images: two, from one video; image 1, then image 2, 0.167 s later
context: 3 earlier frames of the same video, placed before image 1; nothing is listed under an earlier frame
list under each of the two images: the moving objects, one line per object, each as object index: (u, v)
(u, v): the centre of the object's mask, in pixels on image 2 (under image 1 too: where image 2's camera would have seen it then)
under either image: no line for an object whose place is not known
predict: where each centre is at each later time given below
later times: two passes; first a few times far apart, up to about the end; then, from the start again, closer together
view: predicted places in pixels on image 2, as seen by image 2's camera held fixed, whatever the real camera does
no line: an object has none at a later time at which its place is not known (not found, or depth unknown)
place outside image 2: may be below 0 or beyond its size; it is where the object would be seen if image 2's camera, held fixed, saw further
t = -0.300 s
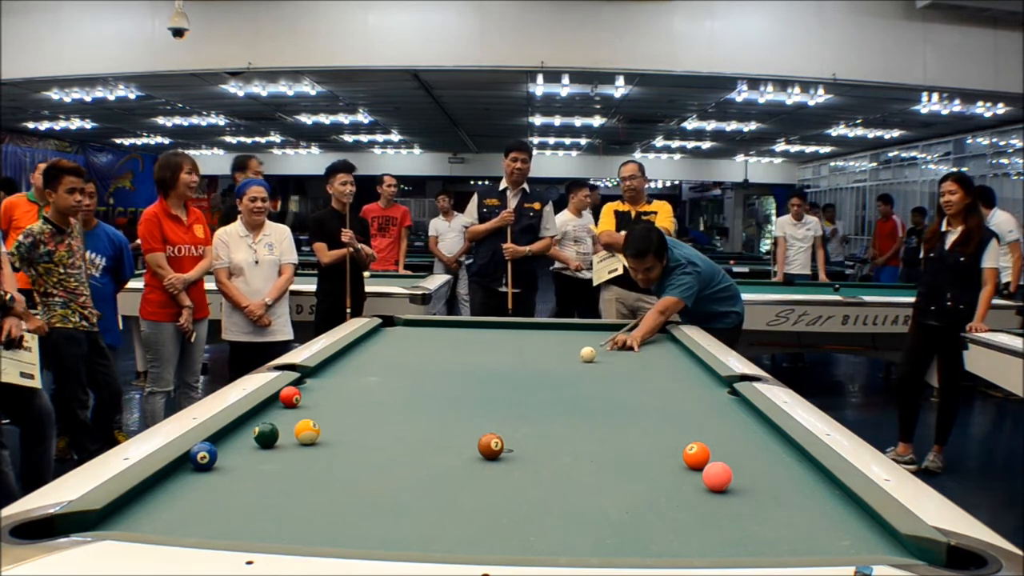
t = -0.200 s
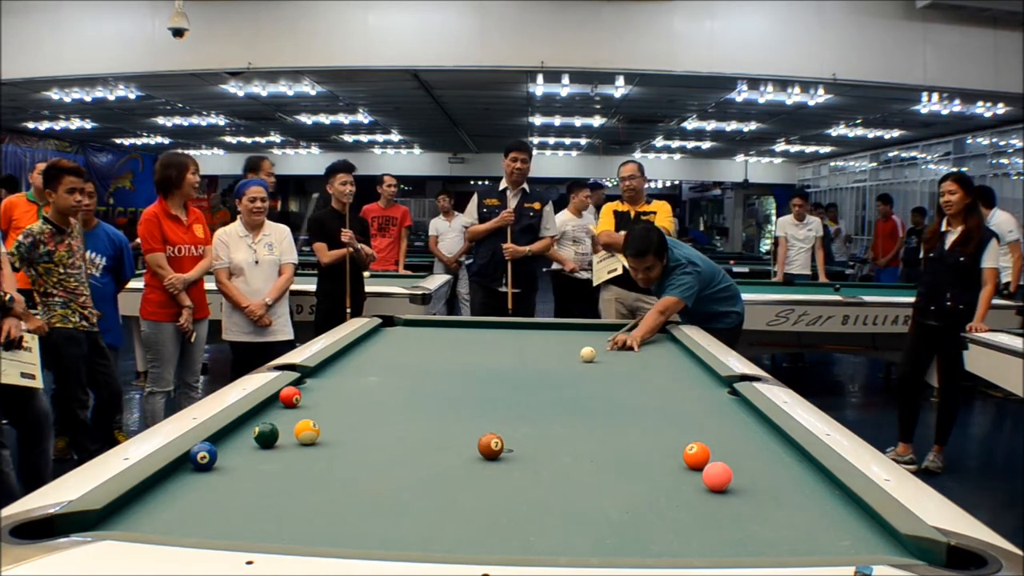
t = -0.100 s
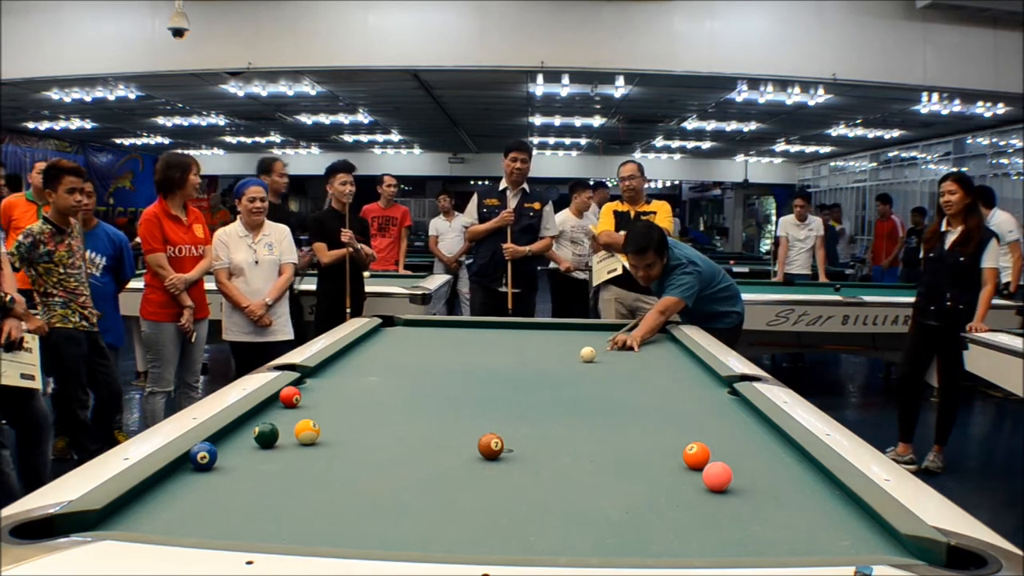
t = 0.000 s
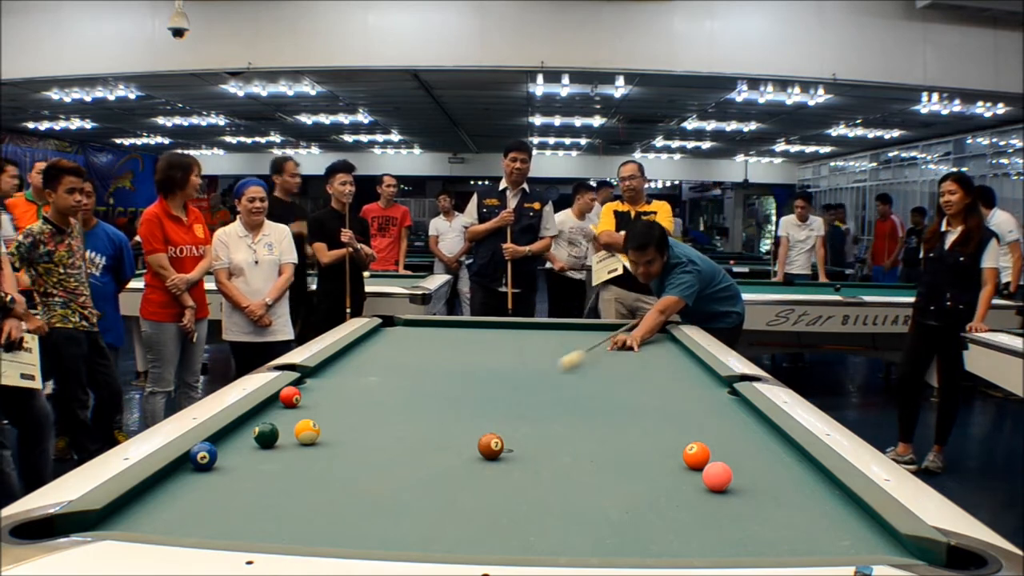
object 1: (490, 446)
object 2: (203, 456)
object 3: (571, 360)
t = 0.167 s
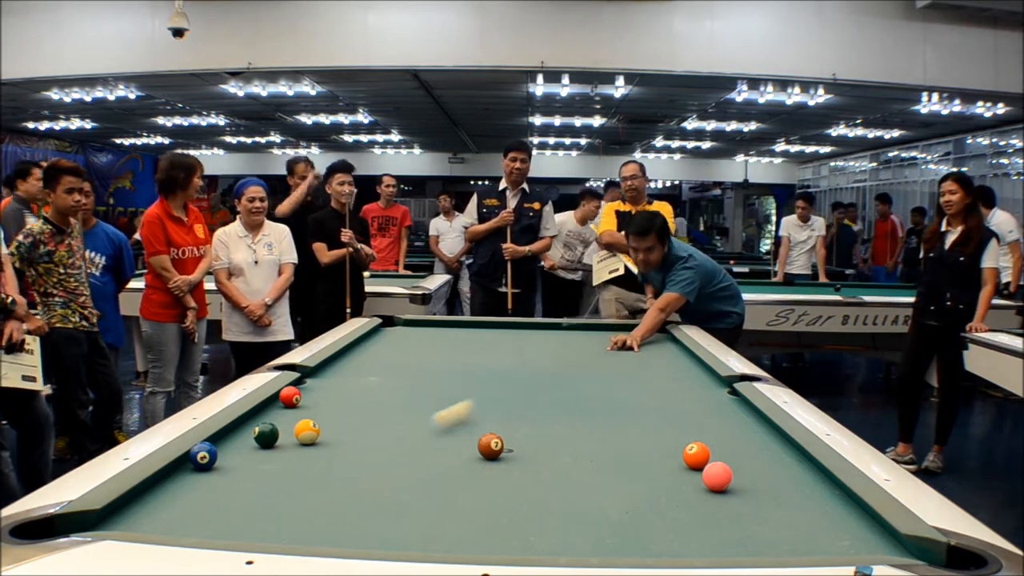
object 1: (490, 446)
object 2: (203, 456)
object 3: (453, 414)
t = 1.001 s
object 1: (491, 446)
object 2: (368, 370)
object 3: (301, 439)
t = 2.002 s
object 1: (491, 446)
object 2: (469, 329)
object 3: (457, 442)
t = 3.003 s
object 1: (539, 448)
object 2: (489, 362)
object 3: (481, 440)
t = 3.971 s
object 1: (546, 448)
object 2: (520, 408)
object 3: (481, 440)
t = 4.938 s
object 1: (557, 468)
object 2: (547, 444)
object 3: (481, 440)
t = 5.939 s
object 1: (578, 506)
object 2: (549, 446)
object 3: (481, 440)
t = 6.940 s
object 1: (582, 524)
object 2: (549, 446)
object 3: (481, 440)
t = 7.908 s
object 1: (582, 524)
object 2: (549, 446)
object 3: (481, 440)
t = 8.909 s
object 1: (582, 524)
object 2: (549, 446)
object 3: (481, 440)
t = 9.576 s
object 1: (582, 524)
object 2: (549, 446)
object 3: (481, 440)
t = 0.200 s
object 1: (490, 446)
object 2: (203, 456)
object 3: (418, 431)
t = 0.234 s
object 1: (490, 446)
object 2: (203, 456)
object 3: (376, 450)
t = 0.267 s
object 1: (490, 446)
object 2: (203, 456)
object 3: (327, 472)
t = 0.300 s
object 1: (490, 446)
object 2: (203, 456)
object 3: (267, 499)
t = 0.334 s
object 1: (490, 446)
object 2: (203, 456)
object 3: (207, 522)
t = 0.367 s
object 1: (490, 446)
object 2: (203, 456)
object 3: (183, 516)
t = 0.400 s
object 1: (490, 446)
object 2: (203, 456)
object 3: (188, 496)
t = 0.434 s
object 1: (490, 446)
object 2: (205, 454)
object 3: (191, 478)
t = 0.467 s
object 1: (490, 446)
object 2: (209, 449)
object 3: (192, 465)
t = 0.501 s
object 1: (490, 446)
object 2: (219, 442)
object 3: (189, 463)
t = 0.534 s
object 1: (490, 446)
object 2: (236, 433)
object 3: (198, 462)
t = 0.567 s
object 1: (490, 446)
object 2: (249, 423)
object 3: (207, 460)
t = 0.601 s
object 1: (490, 446)
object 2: (267, 415)
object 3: (215, 458)
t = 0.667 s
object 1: (491, 446)
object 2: (289, 407)
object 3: (231, 453)
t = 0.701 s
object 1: (491, 446)
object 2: (300, 403)
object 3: (238, 451)
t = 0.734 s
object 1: (491, 446)
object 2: (310, 399)
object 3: (246, 449)
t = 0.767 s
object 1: (491, 446)
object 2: (317, 394)
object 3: (252, 447)
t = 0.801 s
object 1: (491, 446)
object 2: (326, 391)
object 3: (259, 444)
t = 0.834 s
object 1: (491, 446)
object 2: (334, 387)
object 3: (266, 442)
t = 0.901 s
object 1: (491, 446)
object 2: (348, 380)
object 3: (280, 440)
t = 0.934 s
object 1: (491, 446)
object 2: (355, 376)
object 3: (286, 440)
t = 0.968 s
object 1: (491, 446)
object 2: (362, 373)
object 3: (294, 439)
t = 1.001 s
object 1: (491, 446)
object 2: (368, 370)
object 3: (301, 439)
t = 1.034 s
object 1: (491, 446)
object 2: (374, 367)
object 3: (307, 439)
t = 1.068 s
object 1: (491, 446)
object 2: (380, 364)
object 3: (313, 439)
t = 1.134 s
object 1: (491, 446)
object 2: (391, 359)
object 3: (324, 439)
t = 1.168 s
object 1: (491, 446)
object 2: (396, 356)
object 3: (330, 439)
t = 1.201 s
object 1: (491, 446)
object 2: (402, 354)
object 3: (335, 440)
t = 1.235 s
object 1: (491, 446)
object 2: (406, 352)
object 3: (341, 440)
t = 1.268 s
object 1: (491, 446)
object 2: (411, 349)
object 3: (347, 440)
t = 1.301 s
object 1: (491, 446)
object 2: (415, 347)
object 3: (352, 440)
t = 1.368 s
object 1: (491, 446)
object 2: (423, 343)
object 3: (363, 440)
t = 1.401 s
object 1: (491, 446)
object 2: (427, 341)
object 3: (369, 440)
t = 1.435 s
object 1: (491, 446)
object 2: (432, 340)
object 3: (374, 440)
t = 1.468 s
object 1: (491, 446)
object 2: (435, 338)
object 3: (379, 441)
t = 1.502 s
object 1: (491, 446)
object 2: (439, 336)
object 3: (385, 441)
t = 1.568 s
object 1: (491, 446)
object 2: (446, 332)
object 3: (395, 441)
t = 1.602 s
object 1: (491, 446)
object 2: (449, 331)
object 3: (400, 441)
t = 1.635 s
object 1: (491, 446)
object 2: (452, 329)
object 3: (405, 441)
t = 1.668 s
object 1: (491, 446)
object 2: (455, 328)
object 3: (410, 441)
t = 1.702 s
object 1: (491, 446)
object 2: (458, 326)
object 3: (415, 441)
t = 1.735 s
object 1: (491, 446)
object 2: (461, 325)
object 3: (420, 442)
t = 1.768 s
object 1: (491, 446)
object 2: (463, 324)
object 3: (425, 442)
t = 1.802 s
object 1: (491, 446)
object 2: (465, 324)
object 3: (430, 442)
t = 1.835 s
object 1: (491, 446)
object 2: (466, 325)
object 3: (434, 442)
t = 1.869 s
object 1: (491, 446)
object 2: (466, 326)
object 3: (439, 442)
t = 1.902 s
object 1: (491, 446)
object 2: (467, 326)
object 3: (444, 442)
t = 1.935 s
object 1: (491, 446)
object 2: (467, 327)
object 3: (448, 442)
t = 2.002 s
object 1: (491, 446)
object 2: (469, 329)
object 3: (457, 442)
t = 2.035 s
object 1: (490, 446)
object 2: (469, 330)
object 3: (462, 442)
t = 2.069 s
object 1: (491, 446)
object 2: (470, 331)
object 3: (465, 442)
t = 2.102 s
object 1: (493, 446)
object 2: (470, 332)
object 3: (467, 442)
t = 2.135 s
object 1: (495, 446)
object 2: (471, 333)
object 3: (468, 442)
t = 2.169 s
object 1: (498, 446)
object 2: (472, 334)
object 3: (469, 442)
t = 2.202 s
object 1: (501, 446)
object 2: (473, 335)
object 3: (470, 442)
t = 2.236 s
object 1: (503, 447)
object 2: (473, 336)
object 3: (471, 442)
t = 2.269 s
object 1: (505, 447)
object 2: (473, 337)
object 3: (472, 442)
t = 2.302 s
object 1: (507, 447)
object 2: (474, 338)
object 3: (473, 441)
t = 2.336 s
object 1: (509, 447)
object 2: (475, 339)
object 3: (474, 441)
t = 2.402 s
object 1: (514, 447)
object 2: (476, 341)
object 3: (476, 441)
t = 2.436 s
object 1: (515, 447)
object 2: (477, 342)
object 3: (476, 441)
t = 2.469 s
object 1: (517, 447)
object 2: (478, 343)
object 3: (477, 441)
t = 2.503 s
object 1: (519, 447)
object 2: (478, 344)
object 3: (478, 441)
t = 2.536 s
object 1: (521, 448)
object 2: (479, 345)
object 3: (478, 441)
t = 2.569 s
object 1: (523, 448)
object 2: (480, 346)
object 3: (479, 441)
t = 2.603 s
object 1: (524, 448)
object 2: (480, 347)
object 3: (480, 441)
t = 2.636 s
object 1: (526, 448)
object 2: (481, 348)
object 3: (480, 440)
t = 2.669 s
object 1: (527, 448)
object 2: (482, 350)
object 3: (480, 440)
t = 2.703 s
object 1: (529, 448)
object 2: (482, 351)
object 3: (480, 440)
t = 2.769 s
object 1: (532, 448)
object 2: (484, 353)
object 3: (481, 440)
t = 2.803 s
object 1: (533, 448)
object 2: (485, 354)
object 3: (481, 440)
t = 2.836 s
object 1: (534, 448)
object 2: (486, 356)
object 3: (481, 440)
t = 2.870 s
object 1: (535, 448)
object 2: (487, 357)
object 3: (481, 440)
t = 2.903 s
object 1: (536, 448)
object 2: (487, 358)
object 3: (481, 440)
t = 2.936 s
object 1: (537, 448)
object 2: (488, 359)
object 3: (481, 440)
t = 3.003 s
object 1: (539, 448)
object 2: (489, 362)
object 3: (481, 440)
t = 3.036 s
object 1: (540, 448)
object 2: (490, 363)
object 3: (481, 440)
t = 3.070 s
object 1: (541, 448)
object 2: (491, 365)
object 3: (481, 440)
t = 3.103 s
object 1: (542, 448)
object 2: (492, 366)
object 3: (481, 440)
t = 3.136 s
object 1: (542, 448)
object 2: (494, 367)
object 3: (481, 440)
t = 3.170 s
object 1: (543, 448)
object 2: (494, 369)
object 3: (481, 440)
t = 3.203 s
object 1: (544, 448)
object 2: (495, 370)
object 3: (481, 440)
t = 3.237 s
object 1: (544, 448)
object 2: (495, 372)
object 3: (481, 440)
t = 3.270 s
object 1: (545, 448)
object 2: (496, 373)
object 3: (481, 440)
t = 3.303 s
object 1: (545, 448)
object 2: (498, 374)
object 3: (481, 440)
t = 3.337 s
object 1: (545, 448)
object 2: (499, 376)
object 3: (481, 440)
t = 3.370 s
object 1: (546, 448)
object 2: (500, 378)
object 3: (481, 440)
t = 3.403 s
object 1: (546, 448)
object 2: (501, 379)
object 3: (481, 440)
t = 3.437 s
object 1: (546, 448)
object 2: (502, 380)
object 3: (481, 440)
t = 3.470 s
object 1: (546, 448)
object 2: (502, 382)
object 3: (481, 440)
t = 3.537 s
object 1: (546, 448)
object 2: (504, 385)
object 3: (481, 440)
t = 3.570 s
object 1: (546, 448)
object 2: (506, 387)
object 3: (481, 440)
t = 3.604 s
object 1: (546, 448)
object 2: (507, 388)
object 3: (481, 440)
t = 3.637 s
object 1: (546, 448)
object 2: (508, 390)
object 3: (481, 440)
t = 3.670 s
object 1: (546, 448)
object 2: (509, 392)
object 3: (481, 440)
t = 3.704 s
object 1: (546, 448)
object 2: (511, 393)
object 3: (481, 440)
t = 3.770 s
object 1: (546, 448)
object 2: (512, 397)
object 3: (481, 440)
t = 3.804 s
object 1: (546, 448)
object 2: (514, 399)
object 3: (481, 440)
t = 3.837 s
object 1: (546, 448)
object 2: (515, 400)
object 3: (481, 440)
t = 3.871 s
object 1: (546, 448)
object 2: (516, 402)
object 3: (481, 440)
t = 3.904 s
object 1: (546, 448)
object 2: (517, 404)
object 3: (481, 440)
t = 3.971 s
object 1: (546, 448)
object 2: (520, 408)
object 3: (481, 440)
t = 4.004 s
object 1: (546, 448)
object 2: (522, 410)
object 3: (481, 440)
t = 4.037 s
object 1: (546, 448)
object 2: (523, 412)
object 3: (481, 440)
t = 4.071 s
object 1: (546, 448)
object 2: (524, 414)
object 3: (481, 440)
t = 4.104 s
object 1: (546, 448)
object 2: (525, 416)
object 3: (481, 440)
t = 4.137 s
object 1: (546, 448)
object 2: (527, 418)
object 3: (481, 440)
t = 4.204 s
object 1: (546, 448)
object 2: (530, 422)
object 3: (481, 440)
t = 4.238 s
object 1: (546, 448)
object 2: (531, 423)
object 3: (481, 440)
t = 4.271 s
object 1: (546, 448)
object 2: (532, 425)
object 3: (481, 440)
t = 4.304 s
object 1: (546, 448)
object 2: (533, 427)
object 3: (481, 440)
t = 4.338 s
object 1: (546, 448)
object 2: (534, 429)
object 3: (481, 440)
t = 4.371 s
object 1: (546, 448)
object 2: (535, 430)
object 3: (481, 440)
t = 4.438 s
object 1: (546, 448)
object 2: (537, 432)
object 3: (481, 440)
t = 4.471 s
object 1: (546, 448)
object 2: (539, 433)
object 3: (481, 440)
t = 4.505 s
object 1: (546, 448)
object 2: (539, 434)
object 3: (481, 440)
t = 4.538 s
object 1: (547, 450)
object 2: (540, 435)
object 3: (481, 440)
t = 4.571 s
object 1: (548, 452)
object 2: (541, 436)
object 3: (481, 440)
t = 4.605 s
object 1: (549, 453)
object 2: (542, 437)
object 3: (481, 440)
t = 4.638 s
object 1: (550, 455)
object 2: (542, 438)
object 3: (481, 440)
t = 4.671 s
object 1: (551, 456)
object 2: (543, 438)
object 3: (481, 440)
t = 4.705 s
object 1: (552, 458)
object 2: (544, 439)
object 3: (481, 440)
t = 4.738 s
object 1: (552, 459)
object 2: (544, 440)
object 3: (481, 440)
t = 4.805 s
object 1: (554, 462)
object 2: (545, 441)
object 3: (481, 440)
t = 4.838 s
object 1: (555, 464)
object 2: (546, 442)
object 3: (481, 440)
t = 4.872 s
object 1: (556, 465)
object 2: (546, 443)
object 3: (481, 440)
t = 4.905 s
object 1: (556, 467)
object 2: (547, 443)
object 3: (481, 440)
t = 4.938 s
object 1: (557, 468)
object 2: (547, 444)
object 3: (481, 440)
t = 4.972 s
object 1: (558, 469)
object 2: (548, 444)
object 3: (481, 440)
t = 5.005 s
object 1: (559, 471)
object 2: (548, 445)
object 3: (481, 440)
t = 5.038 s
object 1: (559, 472)
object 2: (548, 445)
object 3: (481, 440)
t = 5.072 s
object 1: (560, 474)
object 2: (548, 446)
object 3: (481, 440)
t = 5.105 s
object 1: (561, 475)
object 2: (549, 446)
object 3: (481, 440)
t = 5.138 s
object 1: (562, 477)
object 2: (549, 446)
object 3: (481, 440)
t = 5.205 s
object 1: (564, 480)
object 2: (549, 446)
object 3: (481, 440)
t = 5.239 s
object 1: (564, 481)
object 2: (549, 446)
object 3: (481, 440)
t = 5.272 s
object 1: (565, 482)
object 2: (549, 446)
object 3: (481, 440)
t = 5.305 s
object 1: (566, 483)
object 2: (549, 446)
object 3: (481, 440)
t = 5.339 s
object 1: (567, 484)
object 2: (549, 446)
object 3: (481, 440)
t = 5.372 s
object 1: (568, 486)
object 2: (549, 446)
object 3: (481, 440)
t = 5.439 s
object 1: (569, 488)
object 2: (549, 446)
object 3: (481, 440)
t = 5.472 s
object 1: (570, 490)
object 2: (549, 446)
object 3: (481, 440)
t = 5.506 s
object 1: (571, 491)
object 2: (549, 446)
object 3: (481, 440)
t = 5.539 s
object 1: (571, 493)
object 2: (549, 446)
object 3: (481, 440)
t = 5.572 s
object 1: (572, 494)
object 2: (549, 446)
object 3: (481, 440)
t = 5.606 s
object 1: (573, 495)
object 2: (549, 446)
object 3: (481, 440)
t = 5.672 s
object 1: (574, 497)
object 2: (549, 446)
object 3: (481, 440)
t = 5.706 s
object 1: (575, 499)
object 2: (549, 446)
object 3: (481, 440)
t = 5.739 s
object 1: (575, 500)
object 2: (549, 446)
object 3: (481, 440)
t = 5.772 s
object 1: (576, 501)
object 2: (549, 446)
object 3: (481, 440)
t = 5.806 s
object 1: (577, 502)
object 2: (549, 446)
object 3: (481, 440)
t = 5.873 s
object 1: (578, 504)
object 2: (549, 446)
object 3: (481, 440)
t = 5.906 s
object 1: (578, 505)
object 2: (549, 446)
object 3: (481, 440)
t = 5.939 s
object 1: (578, 506)
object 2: (549, 446)
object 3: (481, 440)
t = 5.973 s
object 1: (579, 507)
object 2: (549, 446)
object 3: (481, 440)
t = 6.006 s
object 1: (579, 508)
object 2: (549, 446)
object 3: (481, 440)
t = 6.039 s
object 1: (580, 509)
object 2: (549, 446)
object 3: (481, 440)
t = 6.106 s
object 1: (580, 511)
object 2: (549, 446)
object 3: (481, 440)
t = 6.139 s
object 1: (580, 512)
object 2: (549, 446)
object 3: (481, 440)
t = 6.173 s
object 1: (581, 513)
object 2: (549, 446)
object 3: (481, 440)
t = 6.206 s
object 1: (581, 513)
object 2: (549, 446)
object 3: (481, 440)
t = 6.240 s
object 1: (581, 514)
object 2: (549, 446)
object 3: (481, 440)
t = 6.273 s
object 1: (581, 515)
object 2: (549, 446)
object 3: (481, 440)
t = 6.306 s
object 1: (581, 516)
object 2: (549, 446)
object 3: (481, 440)
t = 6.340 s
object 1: (581, 517)
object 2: (549, 446)
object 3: (481, 440)
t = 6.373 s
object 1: (582, 517)
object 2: (549, 446)
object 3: (481, 440)
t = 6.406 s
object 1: (582, 518)
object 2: (549, 446)
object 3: (481, 440)
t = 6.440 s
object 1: (582, 518)
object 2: (549, 446)
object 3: (481, 440)
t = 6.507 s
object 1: (582, 520)
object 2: (549, 446)
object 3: (481, 440)
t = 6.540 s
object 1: (582, 520)
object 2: (549, 446)
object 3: (481, 440)
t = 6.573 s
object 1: (582, 521)
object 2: (549, 446)
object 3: (481, 440)
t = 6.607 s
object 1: (582, 521)
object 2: (549, 446)
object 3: (481, 440)
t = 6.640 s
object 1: (582, 522)
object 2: (549, 446)
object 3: (481, 440)
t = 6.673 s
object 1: (582, 522)
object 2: (549, 446)
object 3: (481, 440)
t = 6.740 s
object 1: (582, 523)
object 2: (549, 446)
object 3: (481, 440)
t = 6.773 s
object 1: (582, 523)
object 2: (549, 446)
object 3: (481, 440)
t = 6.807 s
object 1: (582, 523)
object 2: (549, 446)
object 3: (481, 440)
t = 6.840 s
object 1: (582, 524)
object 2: (549, 446)
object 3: (481, 440)
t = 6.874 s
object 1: (582, 524)
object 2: (549, 446)
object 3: (481, 440)
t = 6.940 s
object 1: (582, 524)
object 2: (549, 446)
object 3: (481, 440)
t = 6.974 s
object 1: (582, 524)
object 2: (549, 446)
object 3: (481, 440)
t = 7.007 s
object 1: (582, 524)
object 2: (549, 446)
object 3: (481, 440)
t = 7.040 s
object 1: (582, 524)
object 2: (549, 446)
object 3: (481, 440)
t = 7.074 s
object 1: (582, 524)
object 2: (549, 446)
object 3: (481, 440)
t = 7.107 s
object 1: (582, 524)
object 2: (549, 446)
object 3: (481, 440)
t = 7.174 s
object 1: (582, 524)
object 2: (549, 446)
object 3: (481, 440)
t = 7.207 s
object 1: (582, 524)
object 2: (549, 446)
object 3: (481, 440)
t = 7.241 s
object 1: (582, 524)
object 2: (549, 446)
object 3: (481, 440)
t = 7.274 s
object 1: (582, 524)
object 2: (549, 446)
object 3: (481, 440)
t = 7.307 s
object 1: (582, 524)
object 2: (549, 446)
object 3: (481, 440)
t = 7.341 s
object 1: (582, 524)
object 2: (549, 446)
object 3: (481, 440)
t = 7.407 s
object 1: (582, 524)
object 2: (549, 446)
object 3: (481, 440)
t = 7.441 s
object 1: (582, 524)
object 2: (549, 446)
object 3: (481, 440)
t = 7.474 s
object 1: (582, 524)
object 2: (549, 446)
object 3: (481, 440)
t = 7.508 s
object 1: (582, 524)
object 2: (549, 446)
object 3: (481, 440)
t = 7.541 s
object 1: (582, 524)
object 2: (549, 446)
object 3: (481, 440)
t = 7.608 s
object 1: (582, 524)
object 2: (549, 446)
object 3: (481, 440)
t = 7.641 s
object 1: (582, 524)
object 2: (549, 446)
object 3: (481, 440)
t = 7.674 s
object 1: (582, 524)
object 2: (549, 446)
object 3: (481, 440)
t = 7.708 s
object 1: (582, 524)
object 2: (549, 446)
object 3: (481, 440)
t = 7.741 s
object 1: (582, 524)
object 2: (549, 446)
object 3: (481, 440)
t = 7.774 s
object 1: (582, 524)
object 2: (549, 446)
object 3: (481, 440)
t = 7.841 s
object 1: (582, 524)
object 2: (549, 446)
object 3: (481, 440)
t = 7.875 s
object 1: (582, 524)
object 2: (549, 446)
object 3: (481, 440)
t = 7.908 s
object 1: (582, 524)
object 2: (549, 446)
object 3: (481, 440)
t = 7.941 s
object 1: (582, 524)
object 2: (549, 446)
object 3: (481, 440)
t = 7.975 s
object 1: (582, 524)
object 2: (549, 446)
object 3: (481, 440)
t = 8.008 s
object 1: (582, 524)
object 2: (549, 446)
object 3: (481, 440)
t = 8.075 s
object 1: (582, 524)
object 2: (549, 446)
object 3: (481, 440)
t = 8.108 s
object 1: (582, 524)
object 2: (549, 446)
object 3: (481, 440)
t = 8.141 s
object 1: (582, 524)
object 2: (549, 446)
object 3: (481, 440)
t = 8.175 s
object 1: (582, 524)
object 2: (549, 446)
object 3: (481, 440)
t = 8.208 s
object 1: (582, 524)
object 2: (549, 446)
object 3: (481, 440)
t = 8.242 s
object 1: (582, 524)
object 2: (549, 446)
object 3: (481, 440)
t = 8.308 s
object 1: (582, 524)
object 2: (549, 446)
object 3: (481, 440)
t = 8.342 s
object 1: (582, 524)
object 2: (549, 446)
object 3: (481, 440)
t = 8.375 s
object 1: (582, 524)
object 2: (549, 446)
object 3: (481, 440)
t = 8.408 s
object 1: (582, 524)
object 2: (549, 446)
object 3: (481, 440)
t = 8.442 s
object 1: (582, 524)
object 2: (549, 446)
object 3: (481, 440)
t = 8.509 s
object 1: (582, 524)
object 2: (549, 446)
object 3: (481, 440)
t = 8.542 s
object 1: (582, 524)
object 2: (549, 446)
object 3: (481, 440)
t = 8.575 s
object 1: (582, 524)
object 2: (549, 446)
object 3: (481, 440)
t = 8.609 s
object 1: (582, 524)
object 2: (549, 446)
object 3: (481, 440)
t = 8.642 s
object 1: (582, 524)
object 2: (549, 446)
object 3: (481, 440)
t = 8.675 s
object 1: (582, 524)
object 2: (549, 446)
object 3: (481, 440)
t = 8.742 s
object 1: (582, 524)
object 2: (549, 446)
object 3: (481, 440)
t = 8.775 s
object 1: (582, 524)
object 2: (549, 446)
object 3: (481, 440)
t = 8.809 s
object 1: (582, 524)
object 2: (549, 446)
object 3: (481, 440)
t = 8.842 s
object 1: (582, 524)
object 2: (549, 446)
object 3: (481, 440)
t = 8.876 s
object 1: (582, 524)
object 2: (549, 446)
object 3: (481, 440)
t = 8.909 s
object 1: (582, 524)
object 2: (549, 446)
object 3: (481, 440)
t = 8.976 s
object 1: (582, 524)
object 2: (549, 446)
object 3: (481, 440)
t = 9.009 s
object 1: (582, 524)
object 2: (549, 446)
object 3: (481, 440)
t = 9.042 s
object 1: (582, 524)
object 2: (549, 446)
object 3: (481, 440)
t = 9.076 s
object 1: (582, 524)
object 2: (549, 446)
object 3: (481, 440)
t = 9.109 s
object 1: (582, 524)
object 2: (549, 446)
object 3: (481, 440)
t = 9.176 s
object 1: (582, 524)
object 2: (549, 446)
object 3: (481, 440)
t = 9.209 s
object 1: (582, 524)
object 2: (549, 446)
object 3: (481, 440)
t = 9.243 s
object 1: (582, 524)
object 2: (549, 446)
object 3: (481, 440)
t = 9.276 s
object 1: (582, 524)
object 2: (549, 446)
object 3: (481, 440)
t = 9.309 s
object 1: (582, 524)
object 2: (549, 446)
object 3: (481, 440)
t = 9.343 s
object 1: (582, 524)
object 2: (549, 446)
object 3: (481, 440)
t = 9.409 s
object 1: (582, 524)
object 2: (549, 446)
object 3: (481, 440)
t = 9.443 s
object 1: (582, 524)
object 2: (549, 446)
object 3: (481, 440)
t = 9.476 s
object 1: (582, 524)
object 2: (549, 446)
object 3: (481, 440)
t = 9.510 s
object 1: (582, 524)
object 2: (549, 446)
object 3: (481, 440)
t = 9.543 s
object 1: (582, 524)
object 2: (549, 446)
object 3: (481, 440)
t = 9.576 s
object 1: (582, 524)
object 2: (549, 446)
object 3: (481, 440)
